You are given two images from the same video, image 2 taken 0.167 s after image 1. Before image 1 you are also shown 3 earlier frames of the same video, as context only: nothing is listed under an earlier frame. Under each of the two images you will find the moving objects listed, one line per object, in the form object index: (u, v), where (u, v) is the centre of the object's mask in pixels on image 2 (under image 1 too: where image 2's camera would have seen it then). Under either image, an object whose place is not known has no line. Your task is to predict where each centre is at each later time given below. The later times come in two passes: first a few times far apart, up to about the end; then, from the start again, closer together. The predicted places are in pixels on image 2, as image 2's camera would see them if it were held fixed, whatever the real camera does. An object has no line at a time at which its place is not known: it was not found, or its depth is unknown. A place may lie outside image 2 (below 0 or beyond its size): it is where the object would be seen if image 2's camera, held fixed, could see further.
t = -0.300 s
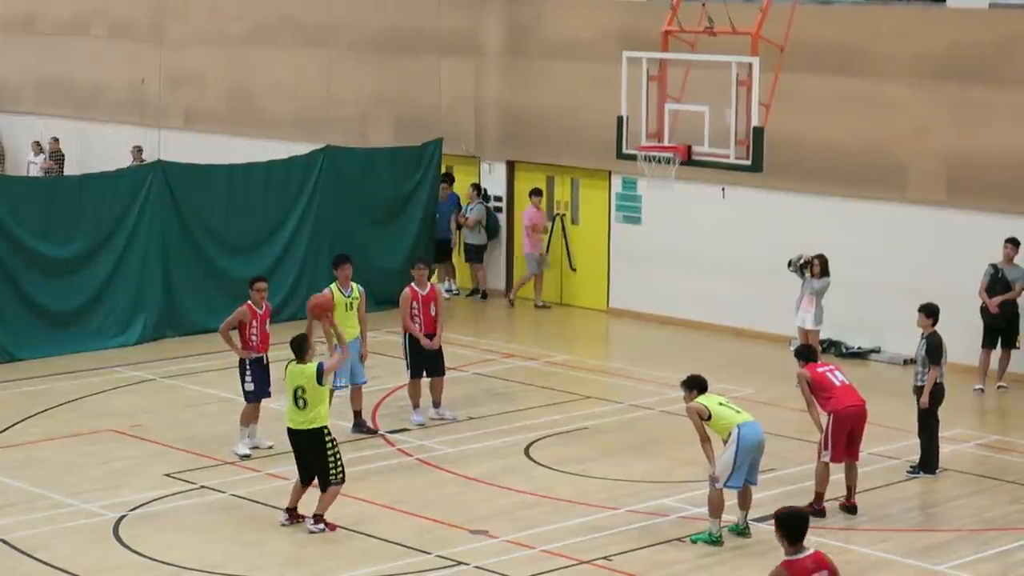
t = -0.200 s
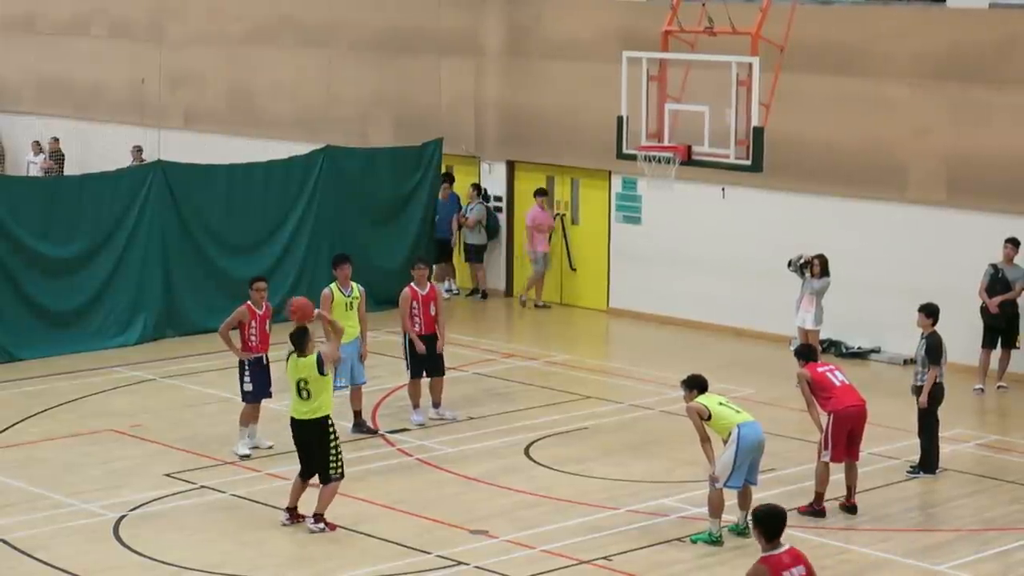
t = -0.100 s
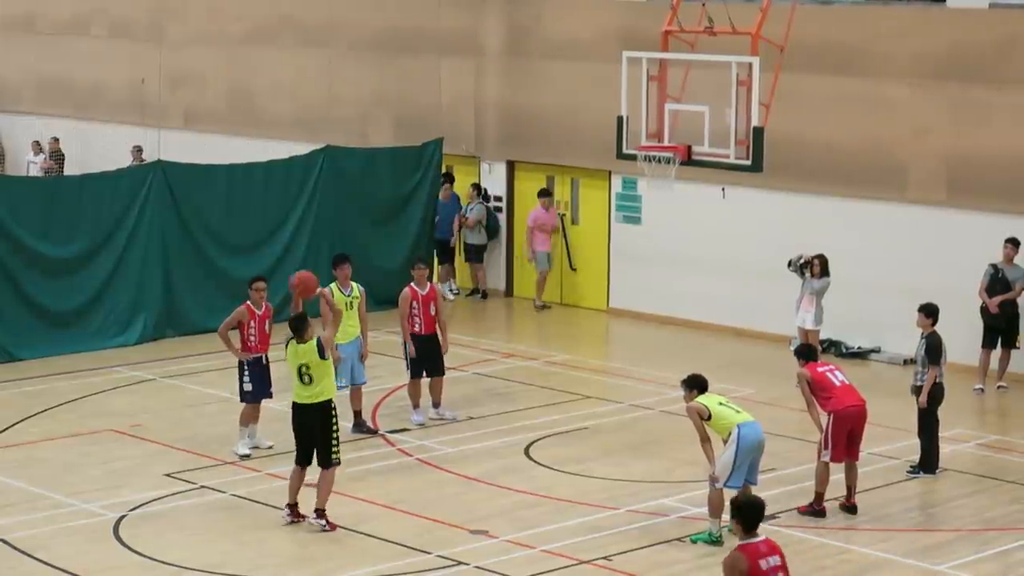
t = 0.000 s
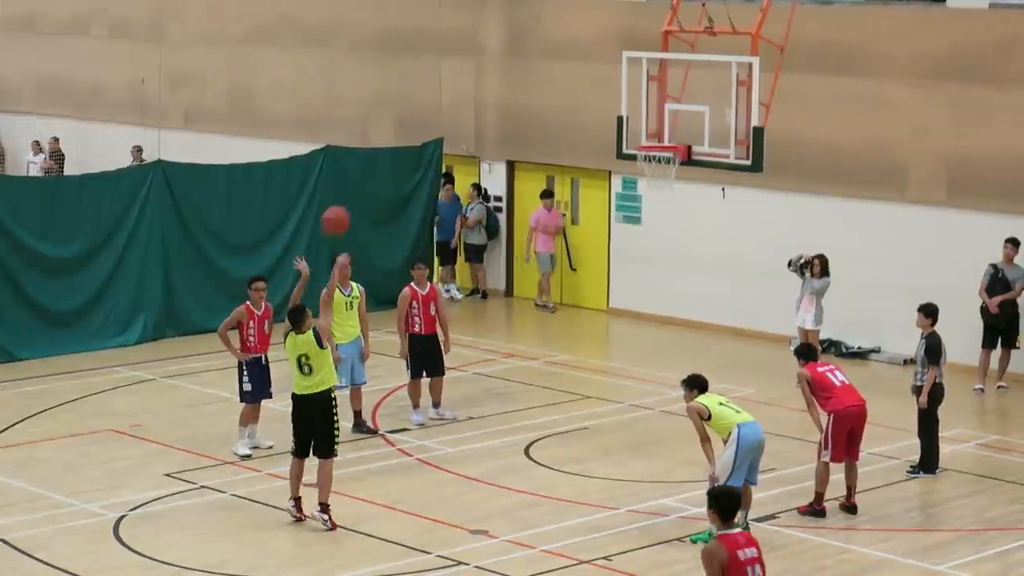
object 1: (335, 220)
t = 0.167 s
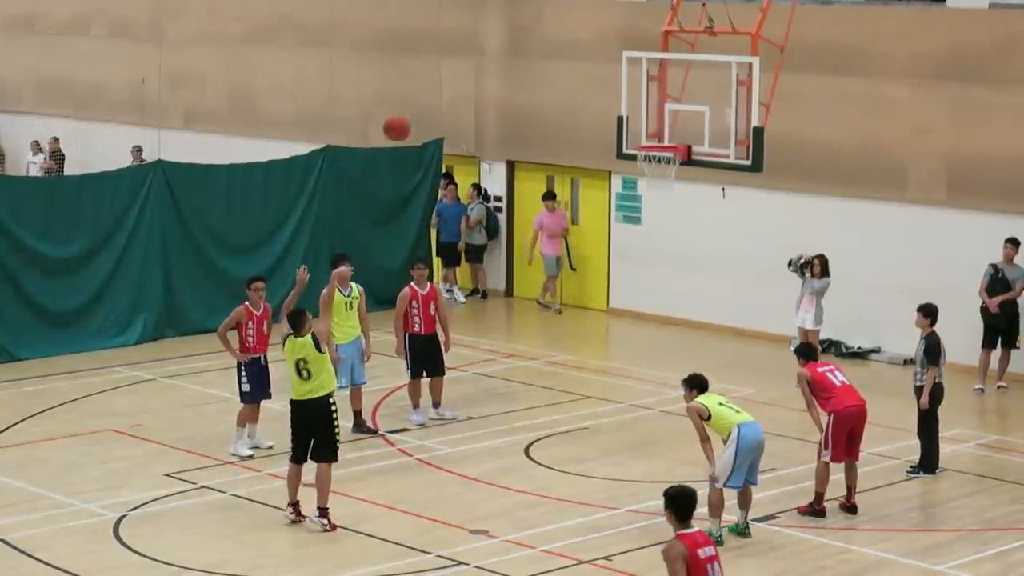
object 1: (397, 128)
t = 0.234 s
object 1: (420, 101)
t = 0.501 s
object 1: (509, 44)
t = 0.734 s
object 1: (581, 58)
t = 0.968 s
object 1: (645, 125)
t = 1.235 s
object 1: (685, 196)
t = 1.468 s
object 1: (704, 281)
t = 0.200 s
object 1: (408, 114)
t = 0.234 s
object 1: (420, 101)
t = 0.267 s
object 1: (432, 89)
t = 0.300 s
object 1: (443, 79)
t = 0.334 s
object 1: (454, 71)
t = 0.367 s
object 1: (466, 62)
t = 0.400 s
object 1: (477, 56)
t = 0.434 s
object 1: (487, 51)
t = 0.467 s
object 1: (498, 47)
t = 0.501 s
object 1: (509, 44)
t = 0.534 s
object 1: (520, 43)
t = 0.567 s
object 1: (530, 42)
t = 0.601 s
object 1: (541, 42)
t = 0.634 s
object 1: (551, 44)
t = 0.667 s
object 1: (561, 47)
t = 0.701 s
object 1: (571, 51)
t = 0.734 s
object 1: (581, 58)
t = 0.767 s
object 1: (590, 64)
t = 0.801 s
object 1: (600, 72)
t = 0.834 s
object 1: (609, 80)
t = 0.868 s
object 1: (618, 89)
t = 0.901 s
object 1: (627, 101)
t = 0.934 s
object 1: (636, 112)
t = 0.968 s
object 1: (645, 125)
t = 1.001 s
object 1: (653, 138)
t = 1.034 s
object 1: (663, 153)
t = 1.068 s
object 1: (670, 166)
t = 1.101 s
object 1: (674, 172)
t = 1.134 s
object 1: (677, 175)
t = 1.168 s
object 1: (680, 181)
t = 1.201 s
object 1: (683, 188)
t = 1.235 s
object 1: (685, 196)
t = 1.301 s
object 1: (691, 215)
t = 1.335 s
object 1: (694, 226)
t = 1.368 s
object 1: (696, 238)
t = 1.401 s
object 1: (699, 251)
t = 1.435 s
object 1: (702, 265)
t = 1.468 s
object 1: (704, 281)
